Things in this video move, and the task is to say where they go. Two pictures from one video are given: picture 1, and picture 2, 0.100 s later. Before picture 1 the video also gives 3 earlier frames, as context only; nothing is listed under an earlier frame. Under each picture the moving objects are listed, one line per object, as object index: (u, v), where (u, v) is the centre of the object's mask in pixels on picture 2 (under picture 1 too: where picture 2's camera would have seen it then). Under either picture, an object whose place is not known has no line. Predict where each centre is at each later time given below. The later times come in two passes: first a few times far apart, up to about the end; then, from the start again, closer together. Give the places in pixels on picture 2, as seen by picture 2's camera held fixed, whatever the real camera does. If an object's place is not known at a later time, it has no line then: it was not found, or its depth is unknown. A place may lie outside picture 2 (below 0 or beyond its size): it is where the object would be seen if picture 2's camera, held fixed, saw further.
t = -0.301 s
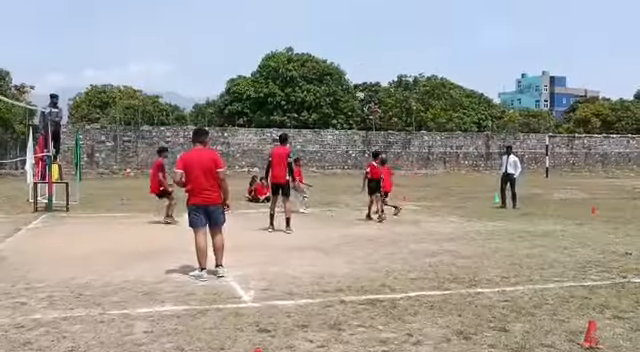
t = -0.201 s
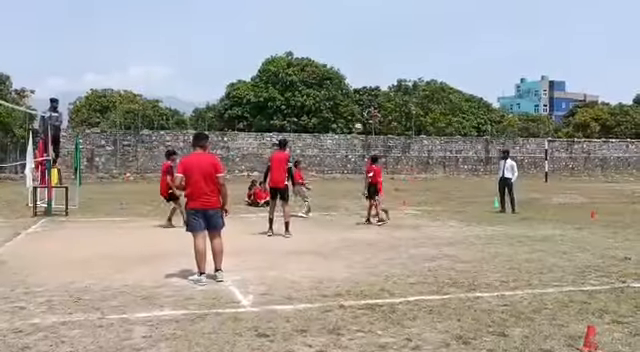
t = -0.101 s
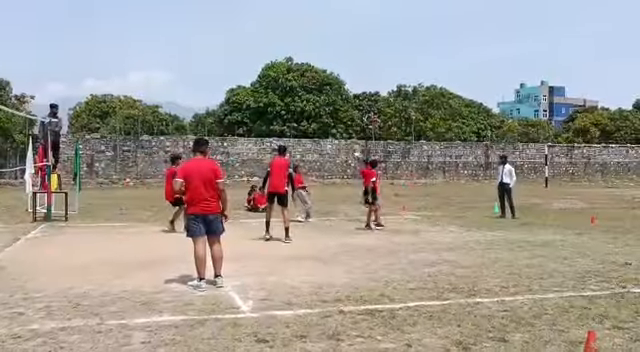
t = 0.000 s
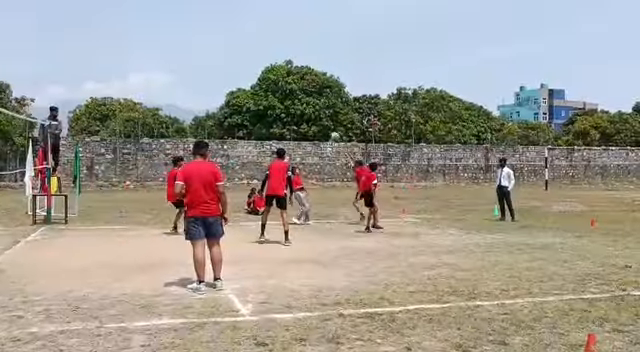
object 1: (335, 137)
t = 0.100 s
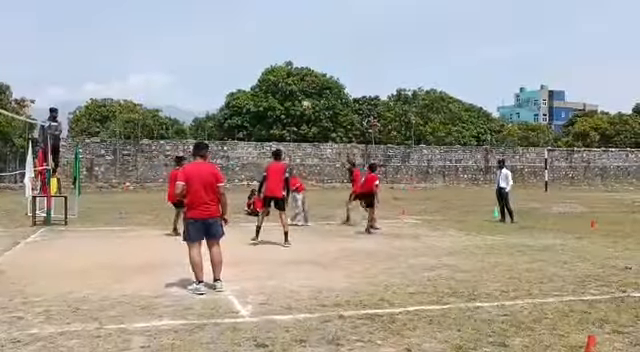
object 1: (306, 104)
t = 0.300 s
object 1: (243, 49)
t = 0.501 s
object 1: (175, 5)
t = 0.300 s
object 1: (243, 49)
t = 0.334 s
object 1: (232, 40)
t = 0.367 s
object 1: (221, 32)
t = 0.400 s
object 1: (210, 25)
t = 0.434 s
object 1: (198, 18)
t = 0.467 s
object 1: (187, 11)
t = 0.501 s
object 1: (175, 5)
